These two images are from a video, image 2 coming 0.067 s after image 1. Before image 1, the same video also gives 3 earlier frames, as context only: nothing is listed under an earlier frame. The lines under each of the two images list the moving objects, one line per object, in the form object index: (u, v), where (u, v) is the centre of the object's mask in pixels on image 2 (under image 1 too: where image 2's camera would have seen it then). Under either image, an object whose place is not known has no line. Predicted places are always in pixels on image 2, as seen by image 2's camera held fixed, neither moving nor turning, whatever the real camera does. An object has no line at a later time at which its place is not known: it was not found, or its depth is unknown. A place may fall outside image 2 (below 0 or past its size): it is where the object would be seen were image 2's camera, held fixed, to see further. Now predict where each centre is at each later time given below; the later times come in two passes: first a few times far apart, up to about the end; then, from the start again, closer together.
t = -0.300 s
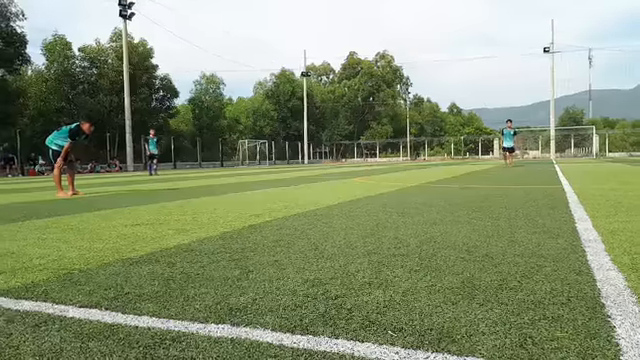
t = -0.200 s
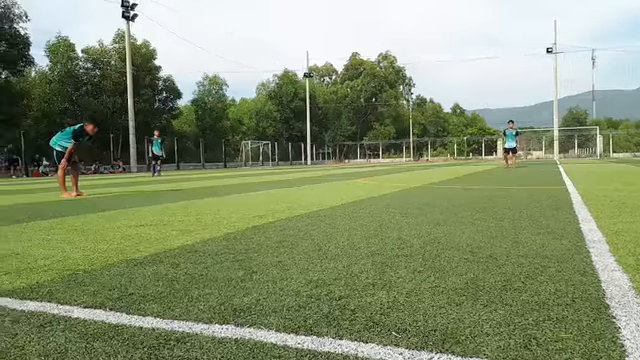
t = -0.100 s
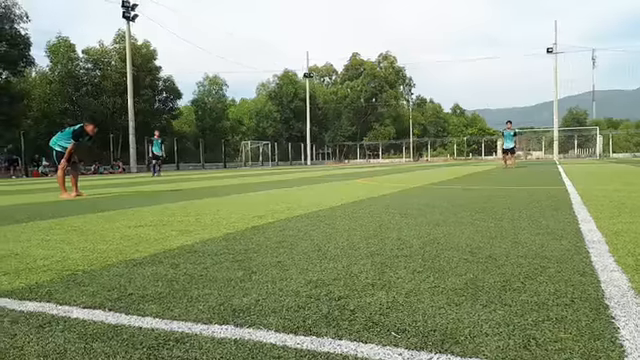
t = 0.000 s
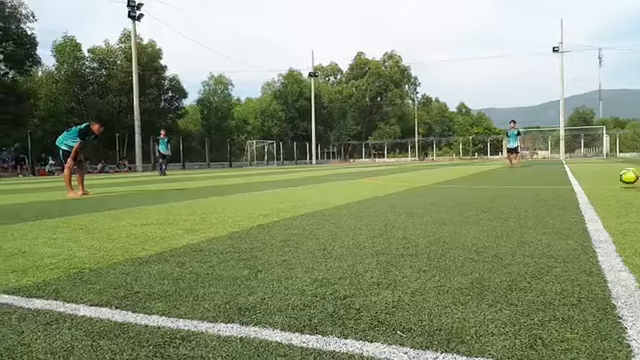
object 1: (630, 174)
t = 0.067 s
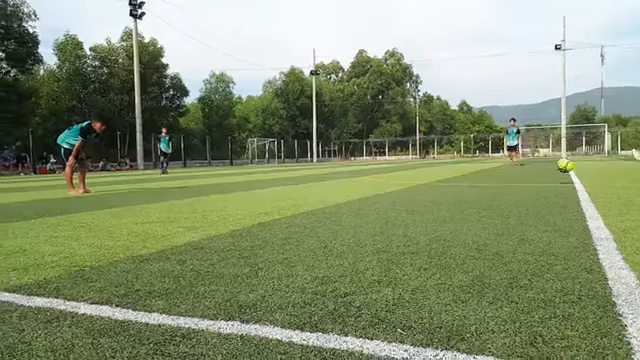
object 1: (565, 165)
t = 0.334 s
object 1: (390, 167)
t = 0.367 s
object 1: (375, 169)
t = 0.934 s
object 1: (243, 171)
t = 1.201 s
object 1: (210, 167)
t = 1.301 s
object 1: (200, 169)
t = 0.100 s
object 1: (536, 161)
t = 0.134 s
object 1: (510, 163)
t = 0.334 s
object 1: (390, 167)
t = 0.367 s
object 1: (375, 169)
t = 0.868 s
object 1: (253, 172)
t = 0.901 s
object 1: (248, 172)
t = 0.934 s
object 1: (243, 171)
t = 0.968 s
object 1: (239, 172)
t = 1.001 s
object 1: (234, 173)
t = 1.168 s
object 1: (214, 167)
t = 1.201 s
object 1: (210, 167)
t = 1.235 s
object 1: (207, 168)
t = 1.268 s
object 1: (204, 168)
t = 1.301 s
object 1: (200, 169)
